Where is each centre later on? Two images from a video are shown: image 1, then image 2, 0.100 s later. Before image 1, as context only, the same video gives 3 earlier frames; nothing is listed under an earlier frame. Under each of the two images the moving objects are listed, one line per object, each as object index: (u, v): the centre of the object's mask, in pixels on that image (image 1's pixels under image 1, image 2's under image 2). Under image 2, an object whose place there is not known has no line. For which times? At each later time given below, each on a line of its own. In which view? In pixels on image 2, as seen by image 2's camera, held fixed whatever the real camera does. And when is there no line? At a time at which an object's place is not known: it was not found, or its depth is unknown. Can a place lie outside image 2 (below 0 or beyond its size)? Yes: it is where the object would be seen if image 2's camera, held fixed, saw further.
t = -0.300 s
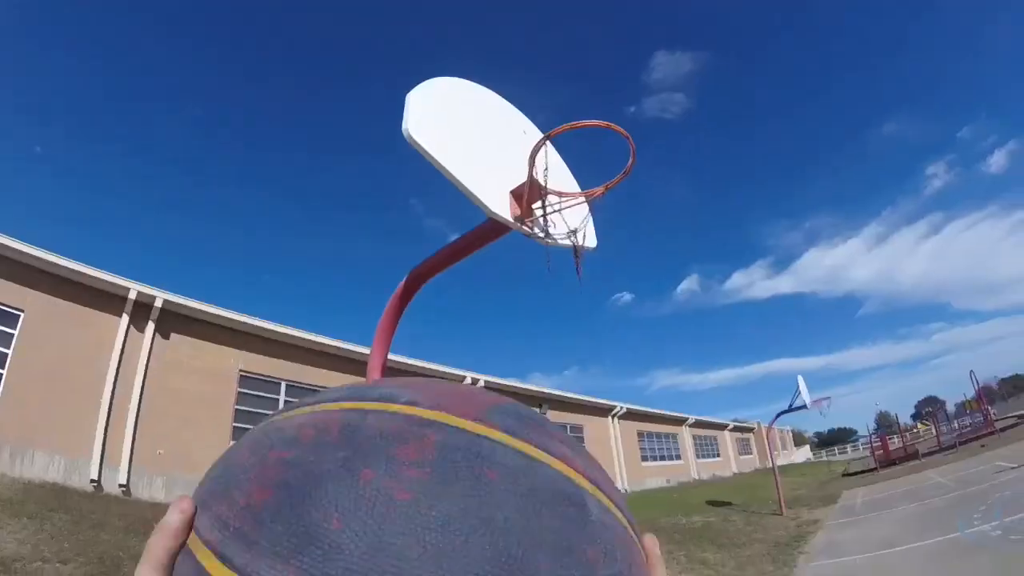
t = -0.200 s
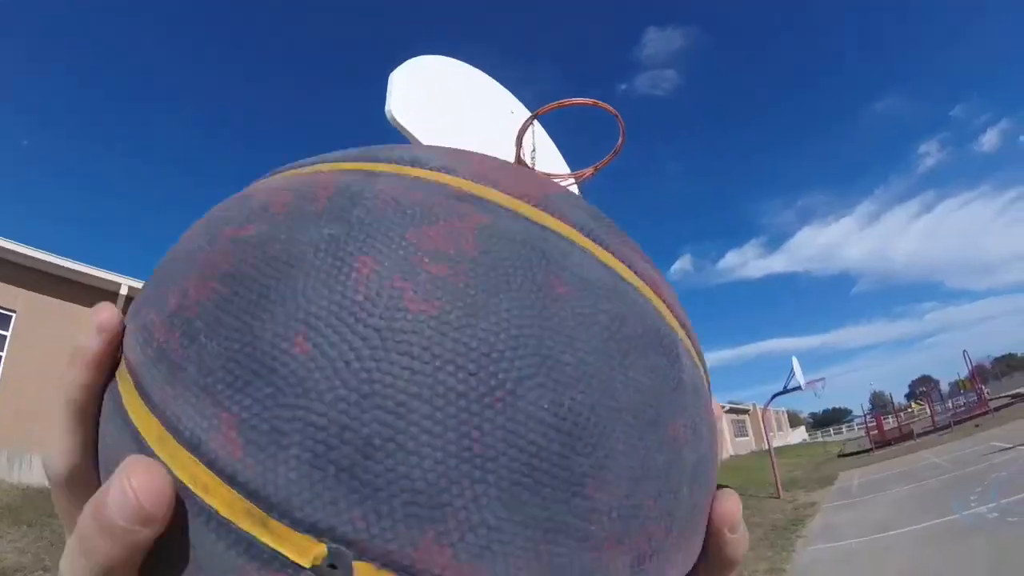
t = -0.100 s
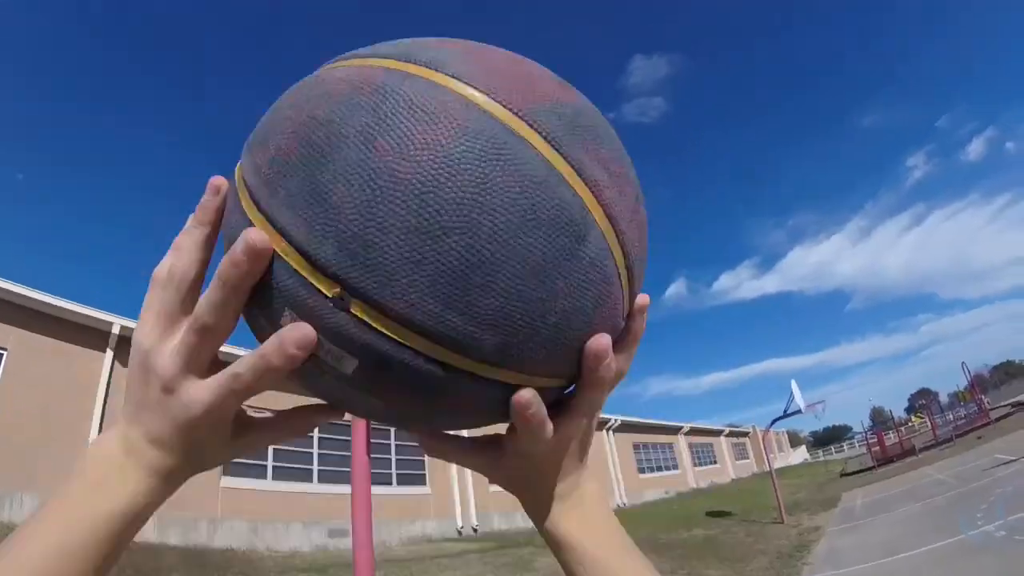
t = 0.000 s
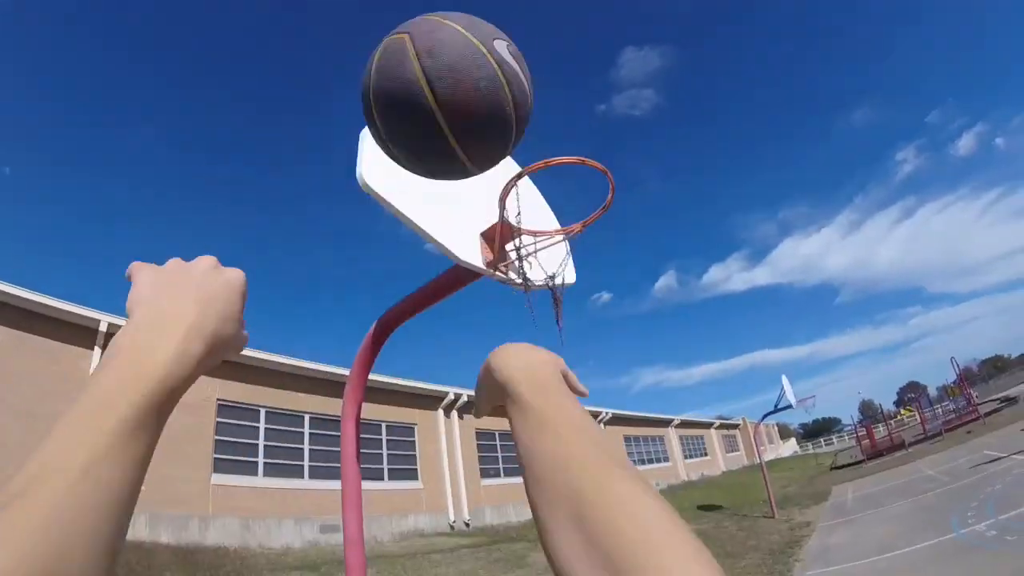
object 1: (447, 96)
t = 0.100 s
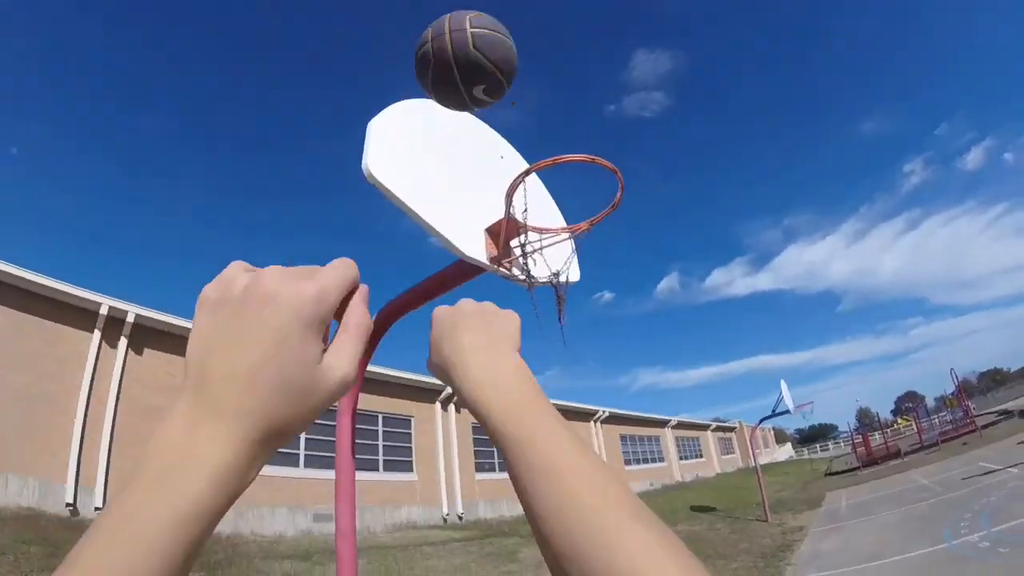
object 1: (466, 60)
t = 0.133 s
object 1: (470, 56)
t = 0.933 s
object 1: (463, 161)
